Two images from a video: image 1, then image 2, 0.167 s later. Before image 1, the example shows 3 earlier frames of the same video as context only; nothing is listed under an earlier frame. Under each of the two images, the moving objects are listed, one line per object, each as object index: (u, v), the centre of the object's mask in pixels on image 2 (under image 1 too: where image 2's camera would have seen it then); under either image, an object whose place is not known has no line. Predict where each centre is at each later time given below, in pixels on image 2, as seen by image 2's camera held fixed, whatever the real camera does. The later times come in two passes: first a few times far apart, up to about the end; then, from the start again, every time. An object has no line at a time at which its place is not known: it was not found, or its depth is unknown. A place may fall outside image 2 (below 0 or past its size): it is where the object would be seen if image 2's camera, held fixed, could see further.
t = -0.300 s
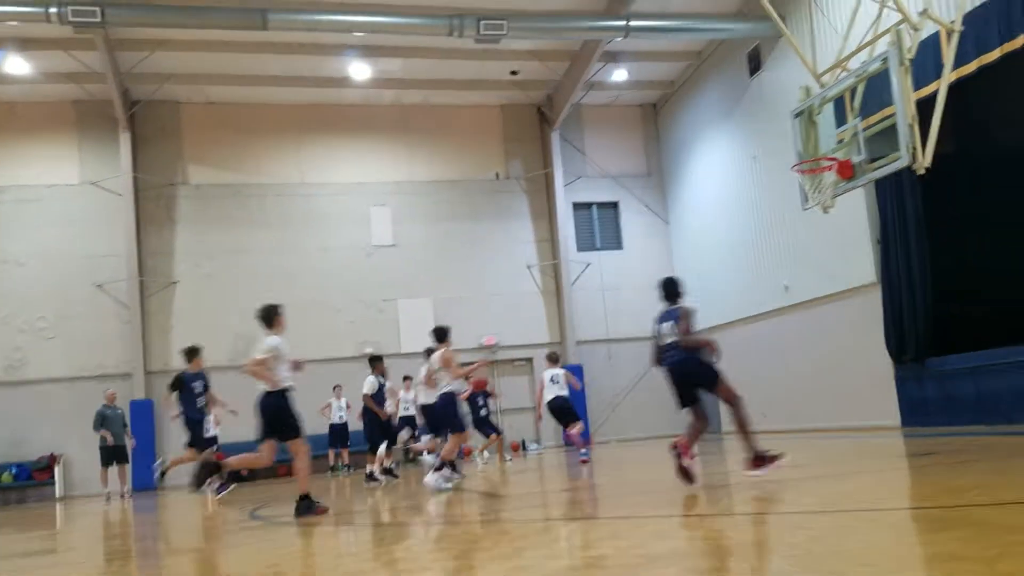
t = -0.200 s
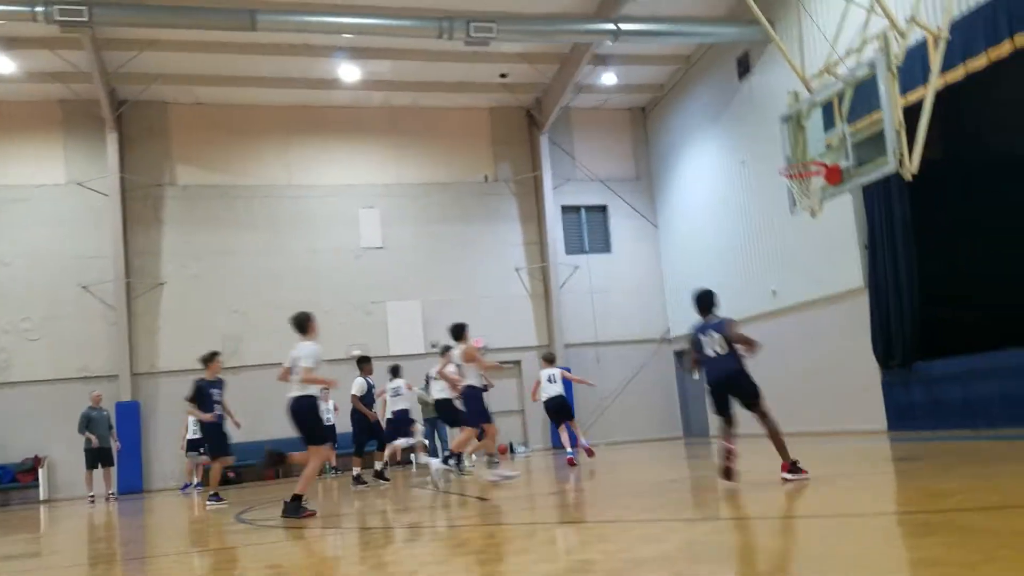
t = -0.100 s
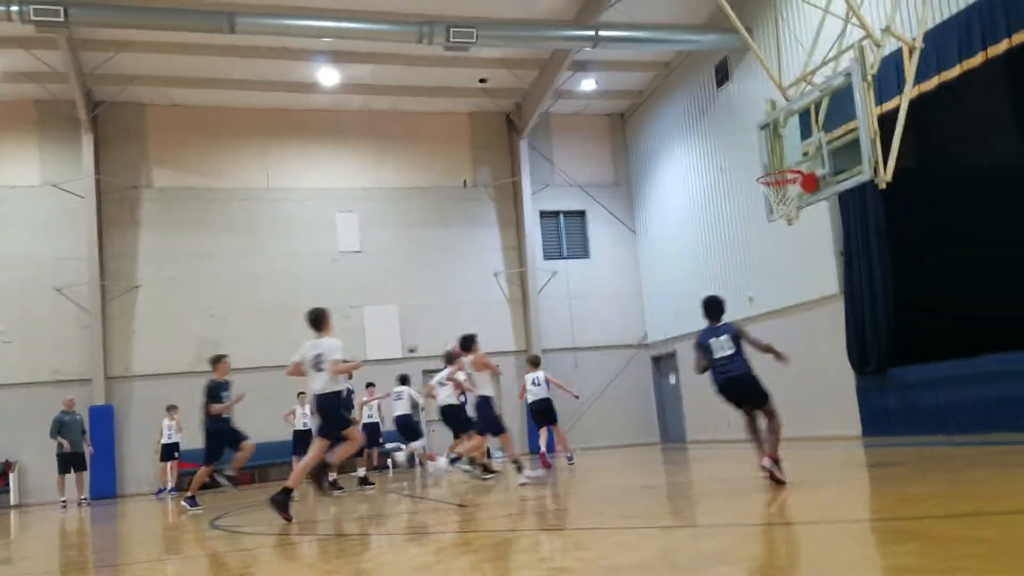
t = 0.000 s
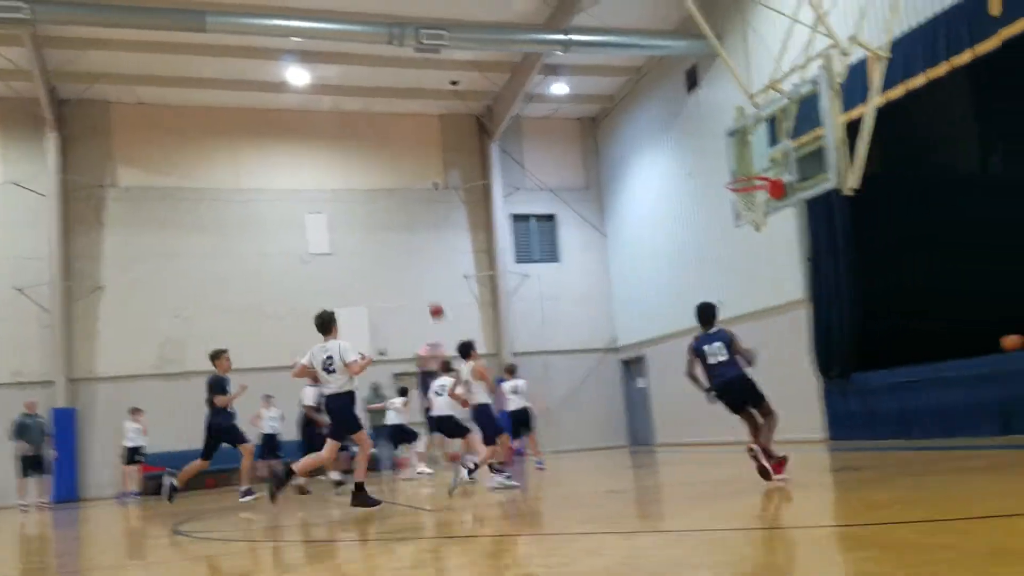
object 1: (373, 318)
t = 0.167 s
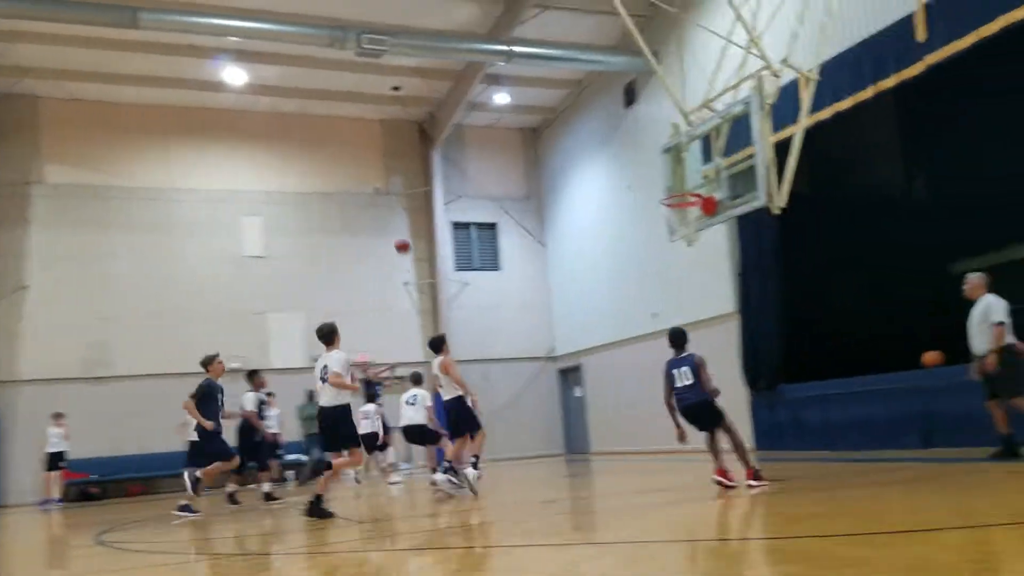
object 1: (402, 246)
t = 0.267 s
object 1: (420, 211)
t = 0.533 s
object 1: (472, 137)
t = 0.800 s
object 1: (533, 104)
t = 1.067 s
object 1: (604, 123)
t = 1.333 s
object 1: (700, 195)
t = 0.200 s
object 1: (409, 234)
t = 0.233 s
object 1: (415, 223)
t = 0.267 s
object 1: (420, 211)
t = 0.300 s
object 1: (426, 198)
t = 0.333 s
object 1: (432, 188)
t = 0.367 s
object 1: (439, 177)
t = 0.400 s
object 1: (445, 169)
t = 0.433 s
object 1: (452, 159)
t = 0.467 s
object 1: (459, 151)
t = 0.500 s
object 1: (465, 143)
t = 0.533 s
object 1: (472, 137)
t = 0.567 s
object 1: (478, 131)
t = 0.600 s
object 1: (486, 125)
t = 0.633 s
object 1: (493, 120)
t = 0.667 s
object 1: (501, 115)
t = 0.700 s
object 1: (509, 111)
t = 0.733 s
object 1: (516, 108)
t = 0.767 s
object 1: (524, 106)
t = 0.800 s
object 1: (533, 104)
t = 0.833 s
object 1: (541, 104)
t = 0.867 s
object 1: (549, 104)
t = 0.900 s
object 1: (558, 105)
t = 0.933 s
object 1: (566, 107)
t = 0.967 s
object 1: (574, 111)
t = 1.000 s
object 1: (586, 112)
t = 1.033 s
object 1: (596, 114)
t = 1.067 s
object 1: (604, 123)
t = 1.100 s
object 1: (614, 130)
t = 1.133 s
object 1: (625, 136)
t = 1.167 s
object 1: (638, 140)
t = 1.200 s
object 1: (649, 149)
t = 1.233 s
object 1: (661, 159)
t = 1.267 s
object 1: (672, 171)
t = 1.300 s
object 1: (684, 183)
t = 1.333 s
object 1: (700, 195)
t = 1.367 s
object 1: (698, 206)
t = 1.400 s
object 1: (693, 218)
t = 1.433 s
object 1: (691, 227)
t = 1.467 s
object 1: (689, 234)
